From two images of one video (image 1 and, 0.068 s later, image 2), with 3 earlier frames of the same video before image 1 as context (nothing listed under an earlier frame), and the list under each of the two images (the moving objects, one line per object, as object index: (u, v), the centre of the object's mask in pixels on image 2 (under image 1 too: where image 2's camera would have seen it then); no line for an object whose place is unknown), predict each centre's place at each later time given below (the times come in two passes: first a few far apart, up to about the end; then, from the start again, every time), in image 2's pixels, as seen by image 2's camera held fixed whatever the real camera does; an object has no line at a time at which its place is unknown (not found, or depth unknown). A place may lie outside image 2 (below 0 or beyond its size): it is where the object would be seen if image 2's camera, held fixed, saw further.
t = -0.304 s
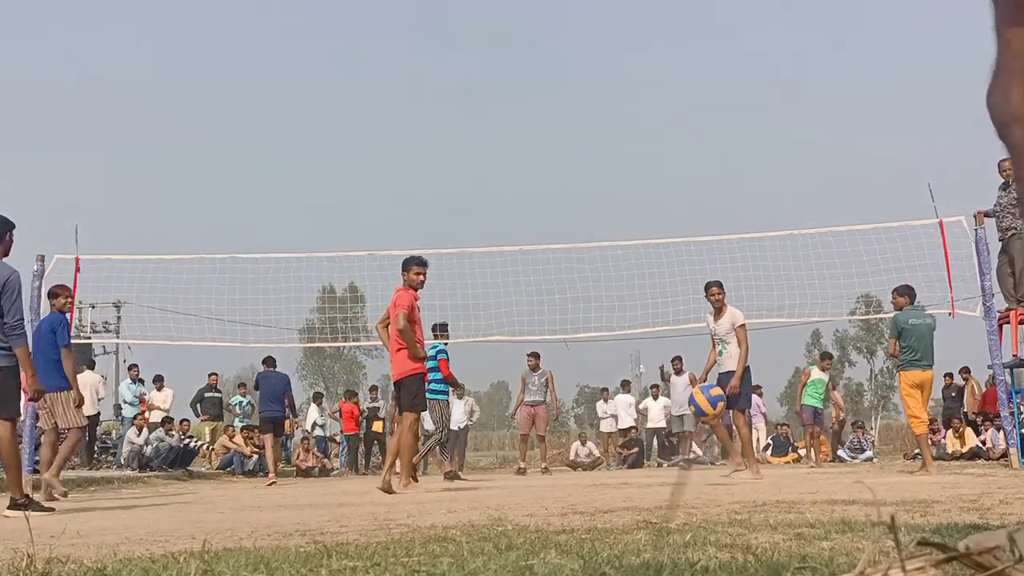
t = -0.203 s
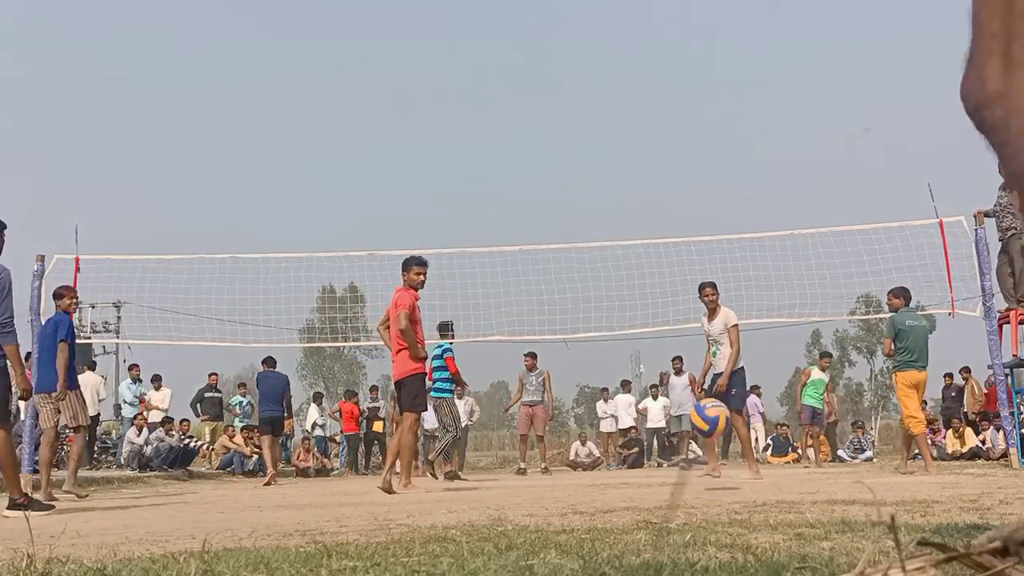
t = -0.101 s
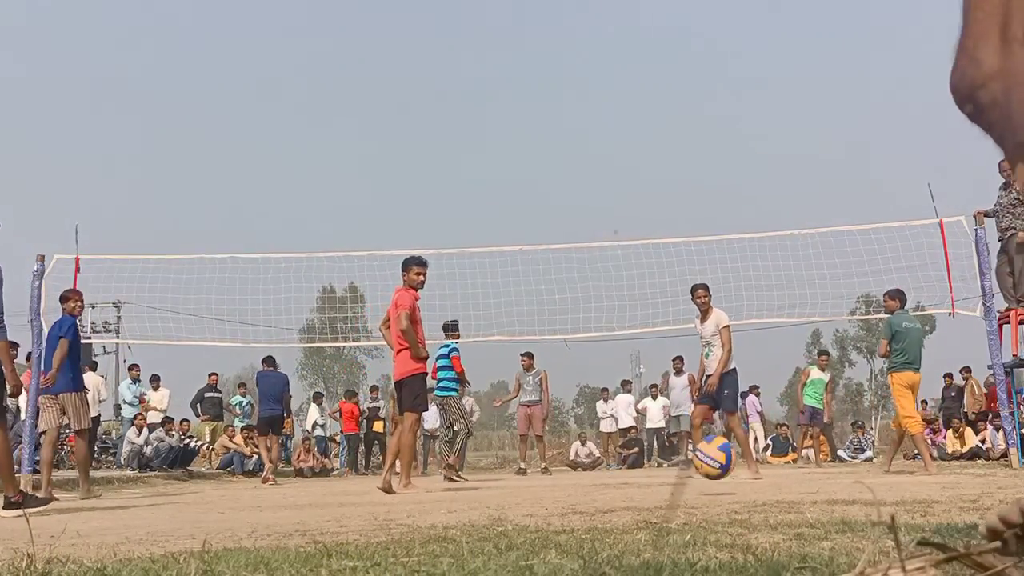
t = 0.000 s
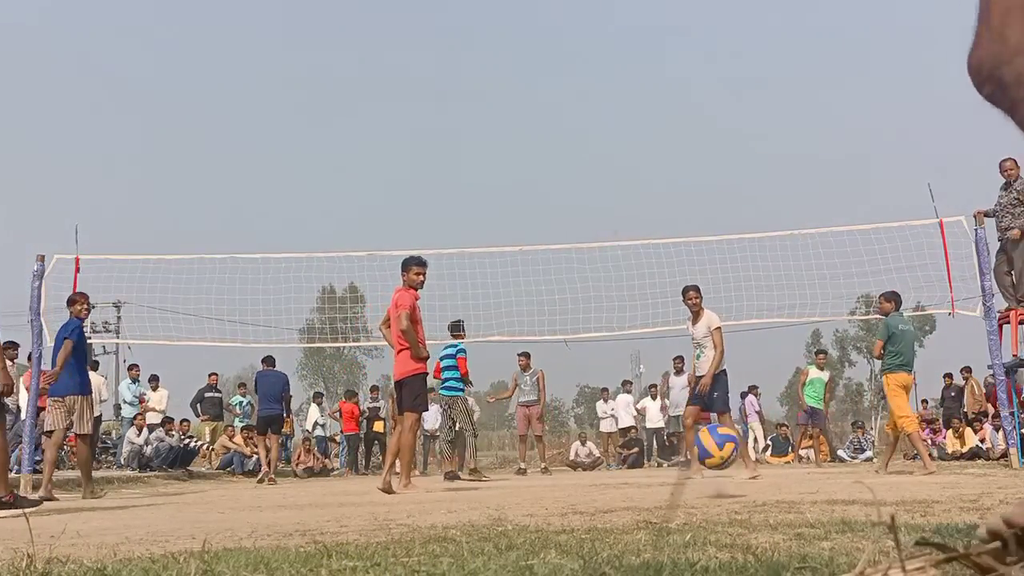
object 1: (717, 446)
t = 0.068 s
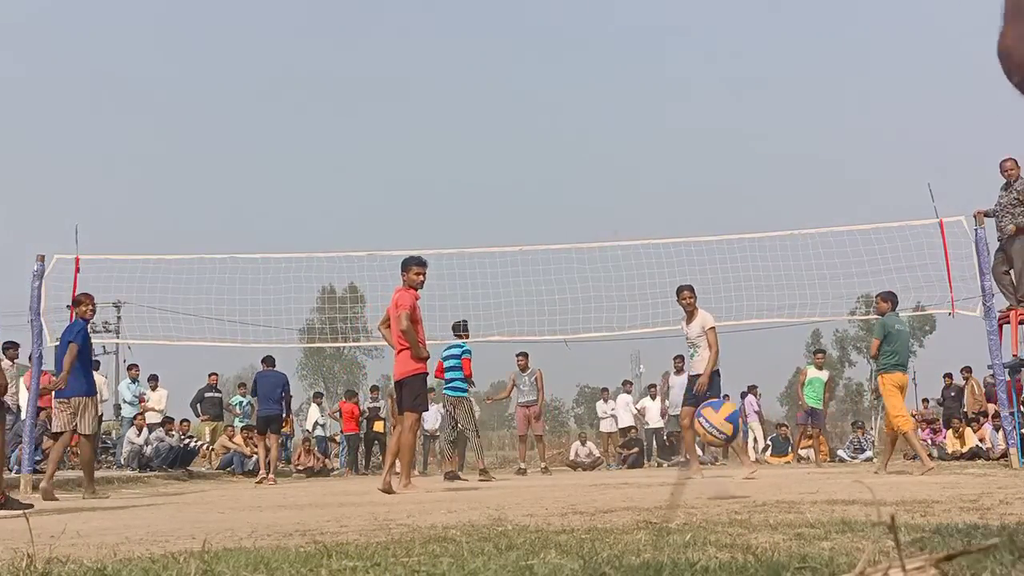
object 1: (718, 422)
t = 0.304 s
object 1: (729, 421)
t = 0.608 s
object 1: (772, 447)
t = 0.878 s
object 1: (866, 490)
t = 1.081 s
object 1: (970, 409)
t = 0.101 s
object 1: (719, 414)
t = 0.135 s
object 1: (719, 409)
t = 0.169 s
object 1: (719, 404)
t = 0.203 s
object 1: (722, 404)
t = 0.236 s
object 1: (725, 406)
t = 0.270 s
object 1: (727, 412)
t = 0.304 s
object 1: (729, 421)
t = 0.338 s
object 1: (732, 433)
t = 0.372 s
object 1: (735, 449)
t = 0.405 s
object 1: (739, 470)
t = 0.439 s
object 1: (743, 486)
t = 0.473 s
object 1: (748, 473)
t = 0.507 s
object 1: (753, 461)
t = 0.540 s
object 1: (758, 452)
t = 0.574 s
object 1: (765, 447)
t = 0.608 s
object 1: (772, 447)
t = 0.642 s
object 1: (780, 451)
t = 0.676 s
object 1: (789, 459)
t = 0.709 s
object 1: (799, 471)
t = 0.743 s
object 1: (810, 483)
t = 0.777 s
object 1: (822, 478)
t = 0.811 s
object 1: (835, 478)
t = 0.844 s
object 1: (849, 481)
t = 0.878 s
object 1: (866, 490)
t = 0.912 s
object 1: (885, 494)
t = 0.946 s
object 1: (901, 472)
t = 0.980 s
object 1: (918, 450)
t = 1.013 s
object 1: (937, 431)
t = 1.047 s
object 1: (957, 416)
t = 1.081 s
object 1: (970, 409)
